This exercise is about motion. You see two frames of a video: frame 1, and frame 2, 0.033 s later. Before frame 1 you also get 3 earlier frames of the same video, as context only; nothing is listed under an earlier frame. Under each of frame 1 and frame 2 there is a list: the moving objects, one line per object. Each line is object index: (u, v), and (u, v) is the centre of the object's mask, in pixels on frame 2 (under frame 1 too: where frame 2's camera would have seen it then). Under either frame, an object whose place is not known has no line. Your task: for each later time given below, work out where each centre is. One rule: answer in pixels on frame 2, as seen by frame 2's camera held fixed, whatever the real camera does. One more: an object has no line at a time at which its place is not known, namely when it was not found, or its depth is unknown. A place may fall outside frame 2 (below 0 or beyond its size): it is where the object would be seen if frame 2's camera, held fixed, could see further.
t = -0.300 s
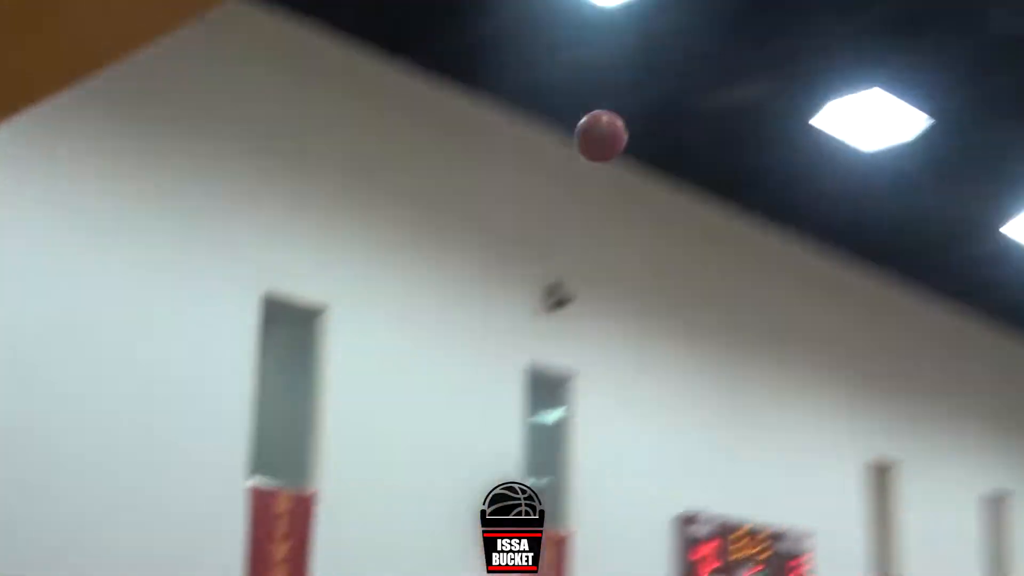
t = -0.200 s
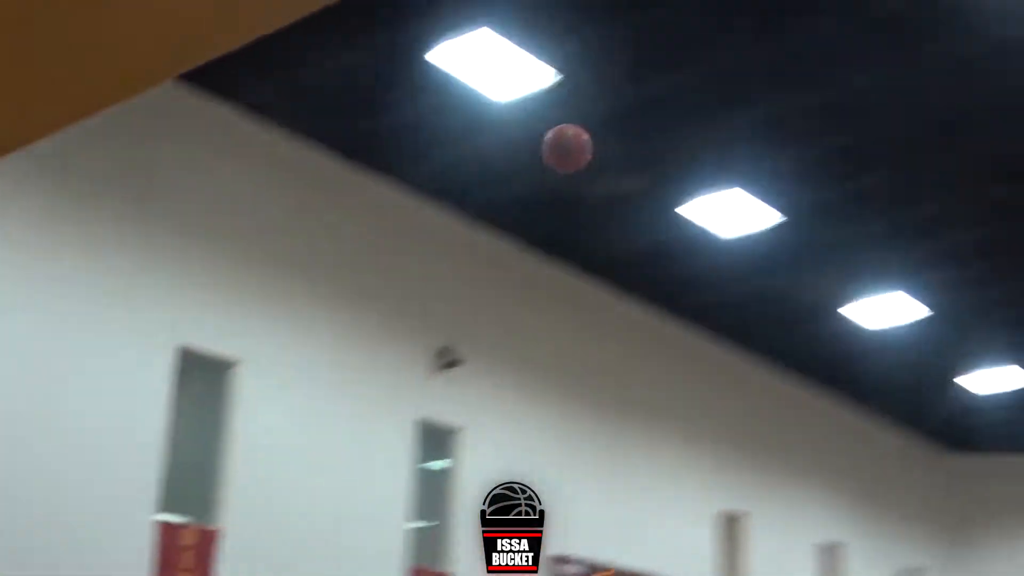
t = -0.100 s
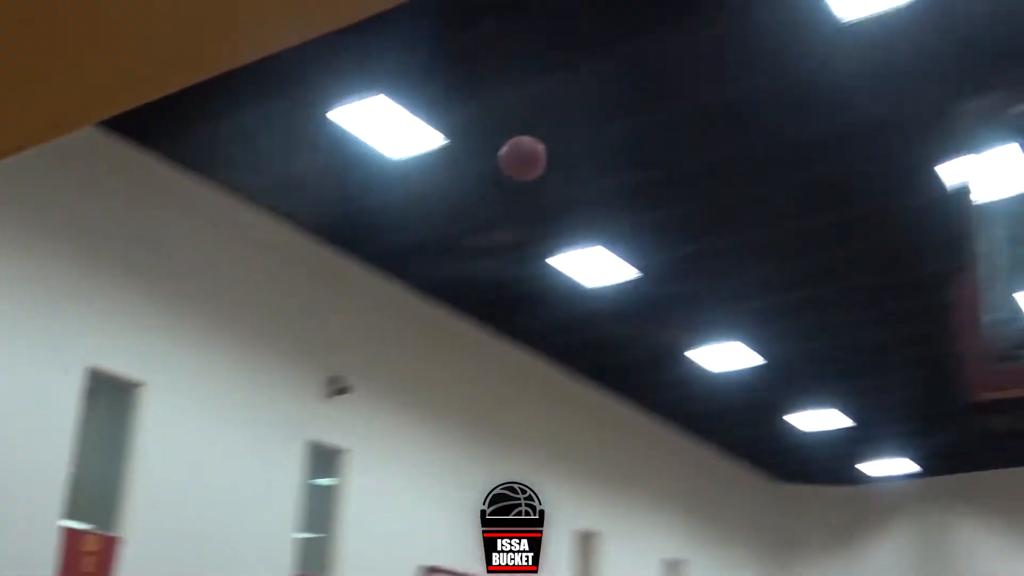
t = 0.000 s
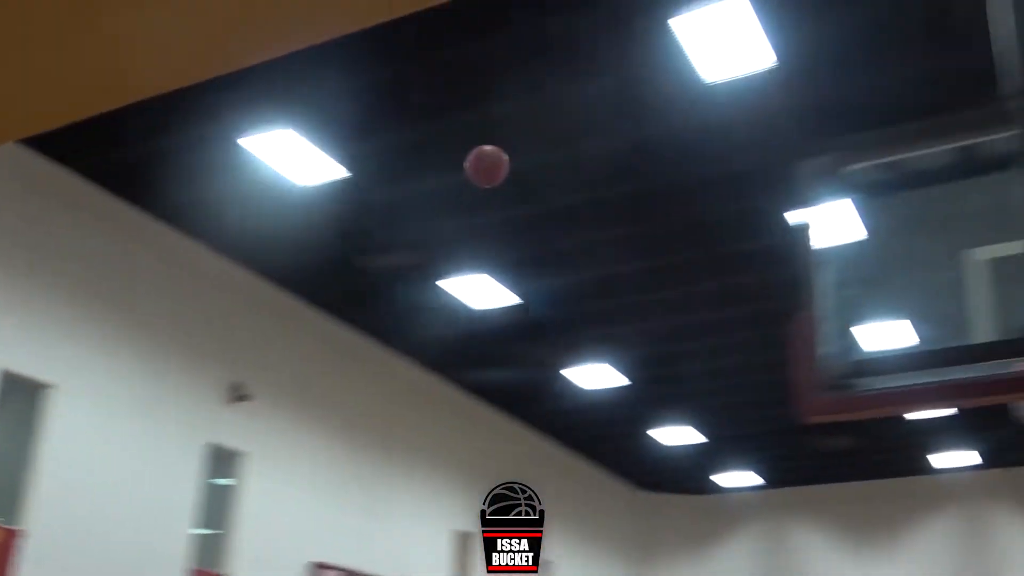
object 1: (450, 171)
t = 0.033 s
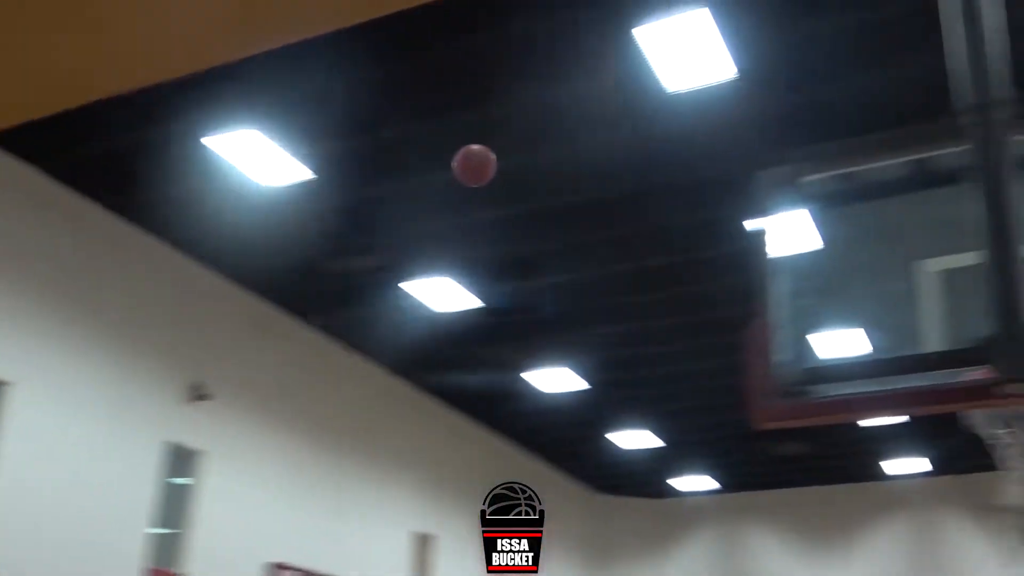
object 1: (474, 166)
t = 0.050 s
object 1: (487, 164)
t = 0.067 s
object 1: (499, 162)
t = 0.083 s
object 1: (513, 161)
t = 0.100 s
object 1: (526, 161)
